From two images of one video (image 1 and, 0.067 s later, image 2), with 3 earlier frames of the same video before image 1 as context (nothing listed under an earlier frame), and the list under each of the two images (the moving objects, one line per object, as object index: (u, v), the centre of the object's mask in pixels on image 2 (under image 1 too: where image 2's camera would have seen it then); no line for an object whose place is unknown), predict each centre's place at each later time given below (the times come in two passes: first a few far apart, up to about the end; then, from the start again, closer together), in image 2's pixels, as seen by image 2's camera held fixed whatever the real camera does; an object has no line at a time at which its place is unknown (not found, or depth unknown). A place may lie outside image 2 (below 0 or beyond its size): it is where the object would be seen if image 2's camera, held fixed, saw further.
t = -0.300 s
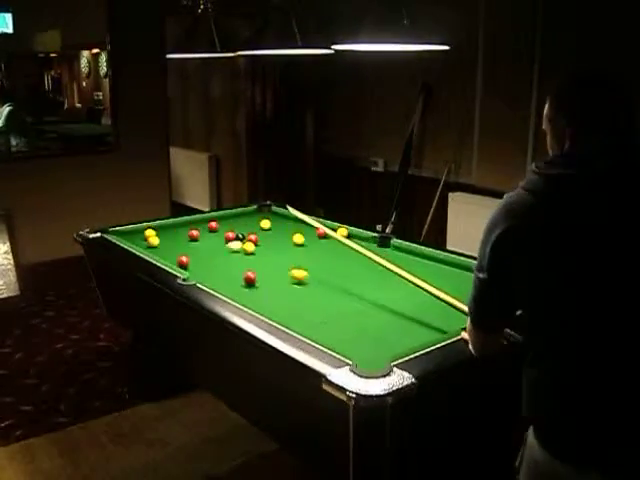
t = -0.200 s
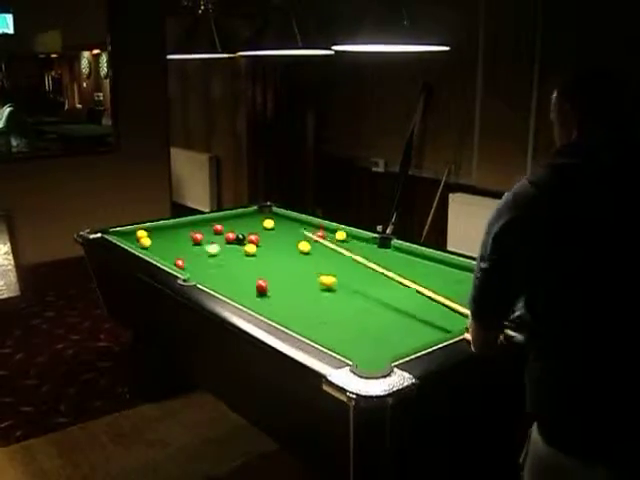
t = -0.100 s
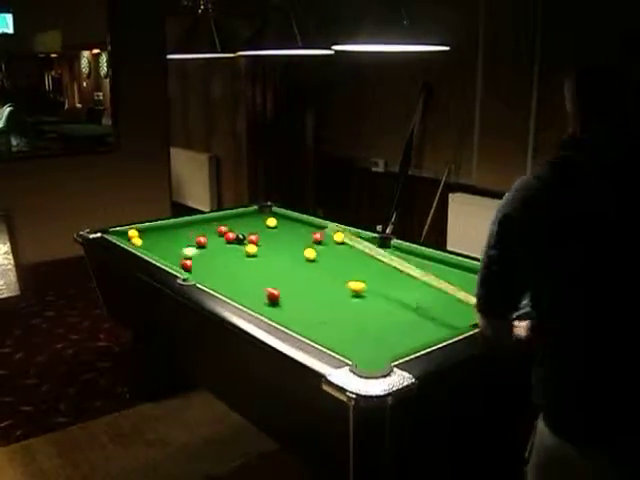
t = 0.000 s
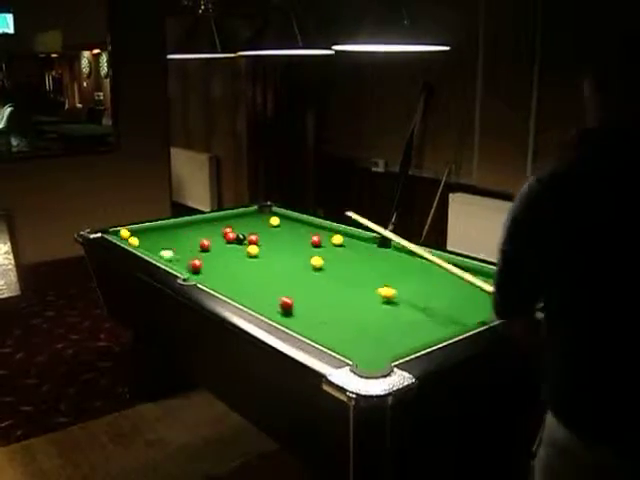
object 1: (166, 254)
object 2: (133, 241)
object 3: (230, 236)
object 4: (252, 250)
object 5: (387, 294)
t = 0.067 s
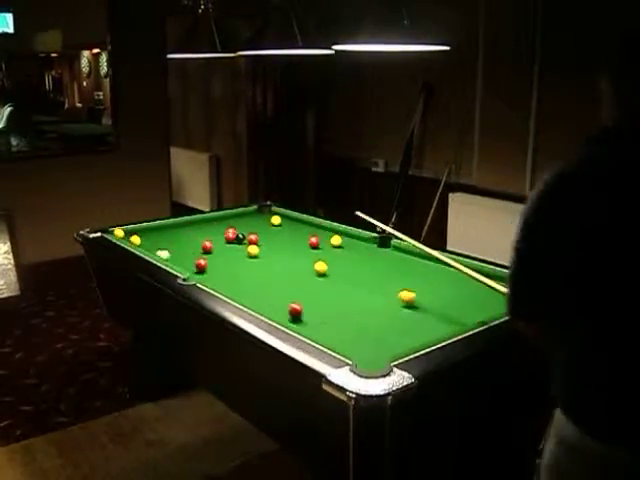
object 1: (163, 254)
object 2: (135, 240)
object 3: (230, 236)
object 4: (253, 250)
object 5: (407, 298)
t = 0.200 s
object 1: (182, 254)
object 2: (139, 239)
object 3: (229, 237)
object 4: (254, 251)
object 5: (451, 306)
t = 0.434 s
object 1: (208, 251)
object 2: (146, 237)
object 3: (224, 240)
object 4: (255, 252)
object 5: (469, 304)
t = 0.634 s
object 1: (230, 250)
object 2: (151, 236)
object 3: (221, 242)
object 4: (255, 253)
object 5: (444, 291)
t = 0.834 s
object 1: (248, 248)
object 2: (155, 234)
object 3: (218, 244)
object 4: (256, 253)
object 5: (421, 280)
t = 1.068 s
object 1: (271, 246)
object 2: (160, 233)
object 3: (215, 245)
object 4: (255, 253)
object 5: (399, 268)
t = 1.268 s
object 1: (288, 245)
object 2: (162, 232)
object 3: (213, 247)
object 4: (255, 253)
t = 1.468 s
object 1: (303, 244)
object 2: (165, 232)
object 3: (211, 247)
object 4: (255, 253)
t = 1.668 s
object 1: (318, 243)
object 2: (168, 231)
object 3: (209, 248)
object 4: (255, 253)
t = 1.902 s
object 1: (332, 242)
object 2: (170, 230)
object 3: (207, 249)
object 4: (255, 253)
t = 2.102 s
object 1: (344, 240)
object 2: (171, 230)
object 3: (207, 249)
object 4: (255, 253)
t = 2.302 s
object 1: (354, 239)
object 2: (171, 230)
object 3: (206, 249)
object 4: (255, 253)
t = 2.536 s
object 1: (361, 239)
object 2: (172, 230)
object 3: (206, 249)
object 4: (255, 253)
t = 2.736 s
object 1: (360, 240)
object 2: (171, 230)
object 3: (206, 249)
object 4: (254, 253)
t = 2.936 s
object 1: (359, 240)
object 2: (171, 230)
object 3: (206, 249)
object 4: (251, 252)
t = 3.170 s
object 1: (359, 240)
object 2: (171, 230)
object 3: (207, 249)
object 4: (245, 251)
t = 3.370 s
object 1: (359, 241)
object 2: (172, 230)
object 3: (207, 249)
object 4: (242, 250)
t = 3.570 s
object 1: (359, 241)
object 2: (171, 230)
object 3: (207, 249)
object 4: (239, 250)
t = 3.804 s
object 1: (359, 241)
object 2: (171, 230)
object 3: (207, 249)
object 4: (236, 249)
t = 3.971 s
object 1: (359, 241)
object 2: (171, 230)
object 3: (207, 249)
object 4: (235, 249)
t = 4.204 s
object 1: (359, 241)
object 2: (172, 230)
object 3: (207, 249)
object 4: (233, 249)
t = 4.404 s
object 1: (359, 241)
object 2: (172, 230)
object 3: (207, 249)
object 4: (233, 249)
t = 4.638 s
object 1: (359, 241)
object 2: (172, 230)
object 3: (207, 249)
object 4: (233, 249)
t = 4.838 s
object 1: (359, 241)
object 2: (172, 230)
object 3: (206, 249)
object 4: (233, 249)
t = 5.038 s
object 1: (359, 241)
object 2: (172, 230)
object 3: (207, 249)
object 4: (233, 248)
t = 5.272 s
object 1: (358, 241)
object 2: (172, 230)
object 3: (207, 249)
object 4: (233, 249)
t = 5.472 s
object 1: (359, 241)
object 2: (172, 230)
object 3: (207, 249)
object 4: (233, 249)
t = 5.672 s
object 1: (359, 241)
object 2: (172, 230)
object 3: (207, 249)
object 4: (233, 248)
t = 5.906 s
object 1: (359, 241)
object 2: (172, 230)
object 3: (207, 249)
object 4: (233, 249)
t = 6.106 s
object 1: (359, 242)
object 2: (172, 230)
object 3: (207, 249)
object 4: (234, 249)
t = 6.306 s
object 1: (359, 242)
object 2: (172, 231)
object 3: (207, 250)
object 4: (234, 249)
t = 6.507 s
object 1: (359, 242)
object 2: (172, 231)
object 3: (207, 249)
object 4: (234, 249)
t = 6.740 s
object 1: (359, 241)
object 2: (172, 231)
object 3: (207, 249)
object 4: (234, 249)
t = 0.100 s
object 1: (168, 254)
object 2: (136, 239)
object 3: (230, 236)
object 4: (253, 250)
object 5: (417, 300)
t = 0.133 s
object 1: (173, 254)
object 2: (137, 239)
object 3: (229, 237)
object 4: (253, 251)
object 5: (429, 302)
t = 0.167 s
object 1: (178, 254)
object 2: (138, 239)
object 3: (229, 237)
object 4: (253, 251)
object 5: (440, 305)
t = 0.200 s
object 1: (182, 254)
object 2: (139, 239)
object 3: (229, 237)
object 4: (254, 251)
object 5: (451, 306)
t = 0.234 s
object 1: (186, 253)
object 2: (140, 239)
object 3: (227, 237)
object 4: (254, 251)
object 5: (462, 309)
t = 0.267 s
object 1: (190, 253)
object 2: (141, 239)
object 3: (227, 238)
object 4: (254, 251)
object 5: (472, 311)
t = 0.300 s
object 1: (195, 253)
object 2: (142, 238)
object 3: (226, 238)
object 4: (255, 251)
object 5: (484, 312)
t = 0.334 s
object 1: (198, 253)
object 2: (143, 238)
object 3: (226, 238)
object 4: (254, 251)
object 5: (485, 311)
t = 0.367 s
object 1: (201, 252)
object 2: (144, 238)
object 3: (225, 239)
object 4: (255, 252)
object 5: (479, 311)
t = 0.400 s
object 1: (205, 252)
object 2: (145, 237)
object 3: (225, 239)
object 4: (255, 252)
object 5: (474, 307)
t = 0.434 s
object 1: (208, 251)
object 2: (146, 237)
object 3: (224, 240)
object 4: (255, 252)
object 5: (469, 304)
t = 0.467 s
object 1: (212, 251)
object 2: (147, 237)
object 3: (224, 241)
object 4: (255, 252)
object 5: (464, 302)
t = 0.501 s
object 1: (216, 251)
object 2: (148, 236)
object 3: (223, 241)
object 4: (255, 252)
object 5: (460, 300)
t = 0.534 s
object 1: (219, 251)
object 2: (149, 236)
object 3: (223, 240)
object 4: (256, 252)
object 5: (456, 297)
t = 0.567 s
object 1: (223, 251)
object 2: (149, 236)
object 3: (222, 240)
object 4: (256, 252)
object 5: (452, 295)
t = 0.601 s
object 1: (226, 250)
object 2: (150, 236)
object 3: (221, 241)
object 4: (255, 252)
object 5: (448, 293)
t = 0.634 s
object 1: (230, 250)
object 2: (151, 236)
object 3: (221, 242)
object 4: (255, 253)
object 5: (444, 291)
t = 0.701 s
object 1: (236, 249)
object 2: (152, 235)
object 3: (220, 242)
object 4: (256, 253)
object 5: (436, 287)
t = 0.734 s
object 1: (240, 249)
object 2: (153, 235)
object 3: (219, 243)
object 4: (256, 253)
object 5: (432, 285)
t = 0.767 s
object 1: (242, 249)
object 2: (153, 235)
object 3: (218, 243)
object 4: (255, 252)
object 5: (428, 283)
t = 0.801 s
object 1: (245, 248)
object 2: (154, 235)
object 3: (218, 243)
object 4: (255, 252)
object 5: (424, 281)
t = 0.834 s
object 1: (248, 248)
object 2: (155, 234)
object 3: (218, 244)
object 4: (256, 253)
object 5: (421, 280)
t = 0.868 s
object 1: (252, 246)
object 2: (156, 234)
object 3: (217, 244)
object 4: (255, 253)
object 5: (418, 278)
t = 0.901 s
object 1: (256, 246)
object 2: (156, 234)
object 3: (217, 244)
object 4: (255, 254)
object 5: (415, 276)
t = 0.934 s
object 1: (259, 246)
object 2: (157, 234)
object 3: (216, 244)
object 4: (255, 254)
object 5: (411, 274)
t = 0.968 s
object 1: (262, 247)
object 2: (157, 234)
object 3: (215, 244)
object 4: (255, 254)
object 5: (408, 273)
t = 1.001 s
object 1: (265, 247)
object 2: (157, 234)
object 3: (215, 245)
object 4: (255, 254)
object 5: (405, 271)
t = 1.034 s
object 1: (268, 247)
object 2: (159, 233)
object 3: (215, 245)
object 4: (255, 253)
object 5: (402, 270)
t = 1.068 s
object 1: (271, 246)
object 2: (160, 233)
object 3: (215, 245)
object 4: (255, 253)
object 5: (399, 268)
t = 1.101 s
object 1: (274, 246)
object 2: (160, 233)
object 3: (215, 245)
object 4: (255, 253)
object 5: (396, 266)
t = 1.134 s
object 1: (276, 246)
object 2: (160, 233)
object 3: (214, 245)
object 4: (255, 253)
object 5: (393, 265)
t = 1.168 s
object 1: (279, 246)
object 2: (161, 233)
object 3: (214, 246)
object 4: (255, 253)
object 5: (390, 263)
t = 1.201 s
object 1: (282, 246)
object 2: (162, 233)
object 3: (213, 246)
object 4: (255, 253)
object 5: (387, 262)
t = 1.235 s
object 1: (284, 246)
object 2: (162, 233)
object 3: (213, 246)
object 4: (255, 253)
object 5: (385, 260)
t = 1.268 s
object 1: (288, 245)
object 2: (162, 232)
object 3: (213, 247)
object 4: (255, 253)
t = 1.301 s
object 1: (291, 245)
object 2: (163, 232)
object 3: (212, 247)
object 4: (255, 253)
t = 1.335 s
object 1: (293, 245)
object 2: (164, 232)
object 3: (212, 247)
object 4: (255, 253)
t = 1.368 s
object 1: (296, 244)
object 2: (164, 232)
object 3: (212, 247)
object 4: (255, 253)
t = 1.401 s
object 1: (298, 244)
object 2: (165, 232)
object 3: (212, 247)
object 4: (255, 253)
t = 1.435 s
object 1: (301, 244)
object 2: (165, 232)
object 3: (211, 247)
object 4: (255, 253)
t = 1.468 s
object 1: (303, 244)
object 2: (165, 232)
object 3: (211, 247)
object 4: (255, 253)
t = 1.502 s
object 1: (306, 244)
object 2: (166, 231)
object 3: (210, 247)
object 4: (255, 253)
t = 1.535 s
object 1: (308, 243)
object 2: (167, 231)
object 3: (210, 248)
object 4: (255, 253)
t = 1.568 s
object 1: (310, 243)
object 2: (167, 231)
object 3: (210, 248)
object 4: (255, 253)
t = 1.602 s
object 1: (313, 243)
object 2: (167, 231)
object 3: (210, 248)
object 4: (255, 253)
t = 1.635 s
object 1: (315, 243)
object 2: (168, 231)
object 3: (209, 248)
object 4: (255, 253)
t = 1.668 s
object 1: (318, 243)
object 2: (168, 231)
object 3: (209, 248)
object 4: (255, 253)
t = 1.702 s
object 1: (320, 243)
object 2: (169, 231)
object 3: (209, 249)
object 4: (255, 253)
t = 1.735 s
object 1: (322, 242)
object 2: (169, 230)
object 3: (209, 248)
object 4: (255, 253)
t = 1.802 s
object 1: (326, 242)
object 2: (169, 231)
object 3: (209, 248)
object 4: (255, 253)
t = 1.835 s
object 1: (328, 242)
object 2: (170, 230)
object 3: (208, 249)
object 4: (255, 253)
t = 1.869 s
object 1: (330, 242)
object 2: (170, 230)
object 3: (208, 249)
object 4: (255, 253)
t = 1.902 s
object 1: (332, 242)
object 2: (170, 230)
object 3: (207, 249)
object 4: (255, 253)
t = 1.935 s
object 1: (334, 242)
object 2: (170, 230)
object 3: (207, 249)
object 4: (255, 253)
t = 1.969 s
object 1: (336, 242)
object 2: (170, 230)
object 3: (207, 249)
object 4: (255, 253)
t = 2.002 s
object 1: (339, 241)
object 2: (171, 230)
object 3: (207, 249)
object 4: (255, 253)
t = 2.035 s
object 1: (341, 241)
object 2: (171, 230)
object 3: (207, 249)
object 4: (255, 253)
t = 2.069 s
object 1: (342, 240)
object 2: (171, 230)
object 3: (207, 249)
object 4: (255, 253)
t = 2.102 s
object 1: (344, 240)
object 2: (171, 230)
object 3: (207, 249)
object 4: (255, 253)
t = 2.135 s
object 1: (346, 240)
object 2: (171, 230)
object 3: (207, 249)
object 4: (255, 253)
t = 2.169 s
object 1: (348, 240)
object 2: (171, 230)
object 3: (206, 249)
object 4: (255, 253)
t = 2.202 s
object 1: (349, 240)
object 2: (171, 230)
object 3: (207, 249)
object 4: (255, 253)
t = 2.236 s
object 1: (351, 240)
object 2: (171, 230)
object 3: (207, 249)
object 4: (255, 253)
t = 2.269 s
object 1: (353, 240)
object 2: (171, 230)
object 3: (206, 249)
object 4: (255, 253)
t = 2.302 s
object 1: (354, 239)
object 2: (171, 230)
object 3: (206, 249)
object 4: (255, 253)
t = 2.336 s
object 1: (356, 239)
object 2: (171, 230)
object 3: (206, 249)
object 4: (255, 253)
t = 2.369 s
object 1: (358, 239)
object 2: (171, 230)
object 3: (206, 249)
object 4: (255, 253)
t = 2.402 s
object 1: (359, 239)
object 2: (171, 230)
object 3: (206, 249)
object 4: (255, 253)
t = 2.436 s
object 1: (361, 239)
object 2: (171, 230)
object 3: (206, 249)
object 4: (255, 253)
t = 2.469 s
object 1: (362, 239)
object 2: (172, 230)
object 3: (206, 249)
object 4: (255, 253)
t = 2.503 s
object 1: (361, 239)
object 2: (172, 230)
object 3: (206, 249)
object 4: (255, 254)
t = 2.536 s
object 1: (361, 239)
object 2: (172, 230)
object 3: (206, 249)
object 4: (255, 253)
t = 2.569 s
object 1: (361, 239)
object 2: (171, 230)
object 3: (206, 249)
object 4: (255, 253)
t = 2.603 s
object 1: (361, 240)
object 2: (172, 230)
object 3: (206, 249)
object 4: (254, 253)
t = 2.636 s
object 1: (361, 240)
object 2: (171, 230)
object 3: (206, 249)
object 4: (255, 253)
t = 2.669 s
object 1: (360, 240)
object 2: (172, 230)
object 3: (206, 249)
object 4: (254, 253)
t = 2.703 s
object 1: (360, 240)
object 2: (171, 230)
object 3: (206, 249)
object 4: (254, 253)
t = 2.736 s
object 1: (360, 240)
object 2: (171, 230)
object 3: (206, 249)
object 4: (254, 253)
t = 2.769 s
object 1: (360, 240)
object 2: (171, 230)
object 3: (206, 249)
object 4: (254, 253)
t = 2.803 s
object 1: (360, 240)
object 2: (171, 230)
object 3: (206, 249)
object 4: (253, 253)
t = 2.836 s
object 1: (360, 240)
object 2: (171, 230)
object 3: (206, 249)
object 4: (252, 253)
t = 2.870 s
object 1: (359, 240)
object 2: (172, 230)
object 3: (206, 249)
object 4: (252, 252)
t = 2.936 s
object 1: (359, 240)
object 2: (171, 230)
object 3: (206, 249)
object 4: (251, 252)
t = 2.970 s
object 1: (359, 240)
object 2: (171, 230)
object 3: (206, 249)
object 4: (250, 252)
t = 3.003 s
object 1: (359, 240)
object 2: (171, 230)
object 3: (206, 249)
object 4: (249, 252)
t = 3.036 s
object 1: (359, 241)
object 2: (172, 230)
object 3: (206, 249)
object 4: (248, 252)
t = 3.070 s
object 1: (359, 240)
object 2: (171, 230)
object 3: (206, 249)
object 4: (248, 252)
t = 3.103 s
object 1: (359, 241)
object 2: (171, 230)
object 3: (206, 249)
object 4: (246, 251)
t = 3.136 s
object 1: (359, 240)
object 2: (171, 230)
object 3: (207, 249)
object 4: (245, 251)
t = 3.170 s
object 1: (359, 240)
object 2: (171, 230)
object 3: (207, 249)
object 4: (245, 251)
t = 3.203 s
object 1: (359, 241)
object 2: (171, 230)
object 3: (207, 249)
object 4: (244, 251)
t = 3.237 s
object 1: (359, 241)
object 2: (171, 230)
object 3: (207, 249)
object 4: (244, 251)
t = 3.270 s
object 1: (359, 241)
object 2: (172, 230)
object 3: (207, 249)
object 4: (244, 251)
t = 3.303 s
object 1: (359, 241)
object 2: (172, 230)
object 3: (207, 249)
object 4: (242, 251)
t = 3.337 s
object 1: (359, 241)
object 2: (172, 230)
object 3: (207, 249)
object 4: (242, 250)
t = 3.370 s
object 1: (359, 241)
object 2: (172, 230)
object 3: (207, 249)
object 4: (242, 250)
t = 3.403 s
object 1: (359, 241)
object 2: (172, 230)
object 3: (207, 249)
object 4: (241, 250)
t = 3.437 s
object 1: (359, 241)
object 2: (171, 230)
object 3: (207, 249)
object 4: (240, 250)
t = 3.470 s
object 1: (359, 241)
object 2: (171, 230)
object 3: (206, 249)
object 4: (240, 250)
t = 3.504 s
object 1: (359, 241)
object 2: (171, 230)
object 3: (206, 249)
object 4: (240, 250)
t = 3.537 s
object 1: (359, 241)
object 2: (172, 230)
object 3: (207, 249)
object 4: (239, 250)
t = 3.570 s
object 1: (359, 241)
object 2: (171, 230)
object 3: (207, 249)
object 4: (239, 250)
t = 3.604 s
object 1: (359, 241)
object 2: (171, 230)
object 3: (207, 249)
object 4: (238, 250)
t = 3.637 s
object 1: (359, 241)
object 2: (171, 230)
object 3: (206, 249)
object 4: (238, 249)
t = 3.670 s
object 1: (359, 241)
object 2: (172, 230)
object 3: (207, 249)
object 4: (237, 249)
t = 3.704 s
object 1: (359, 241)
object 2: (172, 230)
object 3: (206, 249)
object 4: (237, 249)
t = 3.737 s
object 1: (359, 241)
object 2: (172, 230)
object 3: (206, 249)
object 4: (236, 249)
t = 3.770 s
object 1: (359, 241)
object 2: (171, 230)
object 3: (207, 249)
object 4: (236, 249)
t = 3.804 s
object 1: (359, 241)
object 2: (171, 230)
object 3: (207, 249)
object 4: (236, 249)
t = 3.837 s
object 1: (359, 241)
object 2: (171, 230)
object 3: (207, 249)
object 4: (235, 249)
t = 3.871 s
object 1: (359, 241)
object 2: (172, 230)
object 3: (207, 249)
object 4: (235, 249)
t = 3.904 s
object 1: (359, 241)
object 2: (172, 230)
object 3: (207, 249)
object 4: (235, 249)
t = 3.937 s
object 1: (358, 241)
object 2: (171, 230)
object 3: (207, 249)
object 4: (235, 249)
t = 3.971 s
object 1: (359, 241)
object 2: (171, 230)
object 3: (207, 249)
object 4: (235, 249)
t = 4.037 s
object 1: (359, 241)
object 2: (171, 230)
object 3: (207, 249)
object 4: (234, 249)
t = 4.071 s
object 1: (359, 241)
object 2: (172, 230)
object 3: (207, 249)
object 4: (234, 249)
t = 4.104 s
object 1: (359, 241)
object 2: (171, 230)
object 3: (207, 249)
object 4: (234, 249)
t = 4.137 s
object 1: (359, 241)
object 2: (171, 230)
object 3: (207, 249)
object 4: (233, 249)
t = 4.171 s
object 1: (358, 241)
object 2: (171, 230)
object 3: (206, 249)
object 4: (233, 249)
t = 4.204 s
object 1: (359, 241)
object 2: (172, 230)
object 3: (207, 249)
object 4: (233, 249)
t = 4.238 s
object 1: (359, 241)
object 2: (172, 230)
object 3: (206, 249)
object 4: (233, 249)
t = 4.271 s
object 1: (359, 241)
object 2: (171, 230)
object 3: (207, 249)
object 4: (233, 249)
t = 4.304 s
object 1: (359, 241)
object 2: (172, 230)
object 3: (207, 249)
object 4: (233, 249)
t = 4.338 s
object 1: (359, 241)
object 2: (172, 230)
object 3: (206, 249)
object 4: (233, 249)
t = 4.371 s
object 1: (359, 241)
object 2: (172, 230)
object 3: (207, 249)
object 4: (233, 249)
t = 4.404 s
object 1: (359, 241)
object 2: (172, 230)
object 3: (207, 249)
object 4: (233, 249)
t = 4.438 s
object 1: (359, 241)
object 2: (172, 230)
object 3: (206, 249)
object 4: (233, 249)
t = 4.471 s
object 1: (359, 241)
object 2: (172, 230)
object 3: (207, 249)
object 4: (233, 249)
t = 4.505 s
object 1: (359, 241)
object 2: (172, 230)
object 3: (207, 249)
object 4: (233, 249)
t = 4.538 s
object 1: (359, 241)
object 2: (172, 230)
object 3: (207, 249)
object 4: (233, 249)
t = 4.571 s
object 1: (359, 241)
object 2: (172, 230)
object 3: (207, 249)
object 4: (233, 248)
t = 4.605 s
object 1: (359, 241)
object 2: (172, 230)
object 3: (207, 249)
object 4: (233, 249)
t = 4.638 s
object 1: (359, 241)
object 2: (172, 230)
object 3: (207, 249)
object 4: (233, 249)
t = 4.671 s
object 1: (359, 241)
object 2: (172, 230)
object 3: (206, 249)
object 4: (233, 249)
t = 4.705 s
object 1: (359, 241)
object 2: (172, 230)
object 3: (206, 249)
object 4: (233, 249)
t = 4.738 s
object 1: (359, 241)
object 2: (172, 230)
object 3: (207, 249)
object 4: (233, 248)
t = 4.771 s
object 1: (359, 241)
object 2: (172, 230)
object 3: (207, 249)
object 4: (233, 249)
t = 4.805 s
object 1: (359, 241)
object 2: (171, 230)
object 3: (207, 249)
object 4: (233, 249)
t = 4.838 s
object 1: (359, 241)
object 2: (172, 230)
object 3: (206, 249)
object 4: (233, 249)
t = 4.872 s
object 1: (359, 241)
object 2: (172, 230)
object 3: (207, 249)
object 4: (233, 249)
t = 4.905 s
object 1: (359, 241)
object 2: (171, 230)
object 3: (207, 249)
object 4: (233, 249)
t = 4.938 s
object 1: (359, 241)
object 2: (172, 230)
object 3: (206, 249)
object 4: (233, 249)
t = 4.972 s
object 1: (359, 241)
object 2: (172, 230)
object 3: (207, 249)
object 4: (233, 249)
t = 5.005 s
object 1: (359, 241)
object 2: (172, 230)
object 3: (206, 249)
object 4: (233, 249)
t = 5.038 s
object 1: (359, 241)
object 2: (172, 230)
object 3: (207, 249)
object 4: (233, 248)
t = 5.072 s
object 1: (358, 241)
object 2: (172, 230)
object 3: (207, 249)
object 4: (233, 249)
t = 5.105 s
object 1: (359, 241)
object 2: (172, 230)
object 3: (206, 249)
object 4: (233, 249)
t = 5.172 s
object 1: (359, 241)
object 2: (171, 230)
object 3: (206, 249)
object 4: (233, 249)
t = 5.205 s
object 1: (359, 241)
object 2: (172, 230)
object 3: (206, 249)
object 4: (233, 249)
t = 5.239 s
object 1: (358, 241)
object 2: (171, 230)
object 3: (207, 249)
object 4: (233, 249)
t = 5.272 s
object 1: (358, 241)
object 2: (172, 230)
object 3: (207, 249)
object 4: (233, 249)
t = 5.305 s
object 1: (359, 241)
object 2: (172, 230)
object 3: (207, 249)
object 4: (233, 249)
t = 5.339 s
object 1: (359, 241)
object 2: (172, 230)
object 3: (207, 249)
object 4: (233, 249)
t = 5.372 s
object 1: (358, 241)
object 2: (172, 230)
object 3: (207, 249)
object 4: (233, 249)
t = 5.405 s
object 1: (358, 241)
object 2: (172, 230)
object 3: (206, 249)
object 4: (233, 249)
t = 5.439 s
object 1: (358, 241)
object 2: (172, 230)
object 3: (207, 249)
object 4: (233, 249)
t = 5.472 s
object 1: (359, 241)
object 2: (172, 230)
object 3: (207, 249)
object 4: (233, 249)
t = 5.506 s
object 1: (359, 241)
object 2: (172, 230)
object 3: (207, 249)
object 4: (233, 248)
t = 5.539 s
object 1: (358, 241)
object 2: (172, 230)
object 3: (207, 249)
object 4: (233, 249)
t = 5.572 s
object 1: (359, 241)
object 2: (172, 230)
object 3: (207, 249)
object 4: (233, 248)
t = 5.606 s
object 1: (359, 241)
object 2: (172, 230)
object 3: (207, 249)
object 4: (233, 248)
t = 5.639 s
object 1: (359, 241)
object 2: (172, 230)
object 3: (207, 249)
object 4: (233, 248)
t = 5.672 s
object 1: (359, 241)
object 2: (172, 230)
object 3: (207, 249)
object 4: (233, 248)
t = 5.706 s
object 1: (359, 241)
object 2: (172, 230)
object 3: (207, 249)
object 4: (233, 248)
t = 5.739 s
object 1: (358, 241)
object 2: (172, 230)
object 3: (207, 249)
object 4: (233, 248)
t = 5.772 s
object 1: (359, 241)
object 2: (172, 230)
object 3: (207, 249)
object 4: (233, 249)
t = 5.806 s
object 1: (359, 241)
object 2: (172, 230)
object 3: (207, 249)
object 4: (234, 249)
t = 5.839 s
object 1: (359, 241)
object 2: (172, 230)
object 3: (207, 249)
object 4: (233, 249)
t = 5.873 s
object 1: (359, 241)
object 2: (172, 230)
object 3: (207, 249)
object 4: (233, 248)
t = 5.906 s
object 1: (359, 241)
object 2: (172, 230)
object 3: (207, 249)
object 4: (233, 249)
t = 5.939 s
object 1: (359, 241)
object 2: (172, 230)
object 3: (207, 249)
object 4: (233, 248)
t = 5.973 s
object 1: (359, 241)
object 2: (172, 230)
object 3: (207, 249)
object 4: (233, 249)
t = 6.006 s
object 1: (359, 242)
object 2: (172, 230)
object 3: (207, 250)
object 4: (233, 249)
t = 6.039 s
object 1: (359, 242)
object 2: (172, 231)
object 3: (207, 249)
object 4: (233, 249)
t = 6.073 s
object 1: (359, 242)
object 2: (172, 230)
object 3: (207, 250)
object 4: (234, 249)
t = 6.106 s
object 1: (359, 242)
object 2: (172, 230)
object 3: (207, 249)
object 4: (234, 249)
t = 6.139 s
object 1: (359, 242)
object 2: (172, 230)
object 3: (207, 249)
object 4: (234, 249)
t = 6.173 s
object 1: (359, 242)
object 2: (172, 230)
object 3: (207, 249)
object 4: (234, 249)
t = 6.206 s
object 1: (359, 242)
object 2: (172, 230)
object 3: (207, 249)
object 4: (234, 249)
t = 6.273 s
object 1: (359, 242)
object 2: (172, 231)
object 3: (207, 249)
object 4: (234, 249)
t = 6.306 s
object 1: (359, 242)
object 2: (172, 231)
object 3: (207, 250)
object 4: (234, 249)
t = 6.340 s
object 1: (359, 242)
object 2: (172, 231)
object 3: (207, 249)
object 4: (234, 249)
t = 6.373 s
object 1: (359, 242)
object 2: (172, 231)
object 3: (207, 249)
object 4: (234, 249)
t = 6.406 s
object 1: (359, 242)
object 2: (172, 230)
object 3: (207, 249)
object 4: (234, 249)
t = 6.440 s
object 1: (359, 242)
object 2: (172, 231)
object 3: (207, 249)
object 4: (234, 249)
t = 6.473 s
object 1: (359, 242)
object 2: (172, 231)
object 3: (207, 250)
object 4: (234, 249)
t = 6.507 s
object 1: (359, 242)
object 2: (172, 231)
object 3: (207, 249)
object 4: (234, 249)
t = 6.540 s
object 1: (359, 242)
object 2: (172, 231)
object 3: (207, 249)
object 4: (234, 249)
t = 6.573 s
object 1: (359, 242)
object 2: (172, 231)
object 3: (207, 249)
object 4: (234, 249)
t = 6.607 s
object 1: (359, 242)
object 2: (172, 230)
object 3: (207, 249)
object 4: (234, 249)
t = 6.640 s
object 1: (359, 241)
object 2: (172, 230)
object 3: (207, 250)
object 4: (234, 249)
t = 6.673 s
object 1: (359, 241)
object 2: (172, 230)
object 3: (207, 249)
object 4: (234, 249)
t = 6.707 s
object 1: (359, 241)
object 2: (172, 230)
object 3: (207, 249)
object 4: (234, 249)
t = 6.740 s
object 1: (359, 241)
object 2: (172, 231)
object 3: (207, 249)
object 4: (234, 249)
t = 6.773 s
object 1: (359, 241)
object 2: (172, 231)
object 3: (207, 250)
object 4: (233, 249)
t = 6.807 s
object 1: (358, 241)
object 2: (172, 231)
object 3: (207, 249)
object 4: (234, 249)
